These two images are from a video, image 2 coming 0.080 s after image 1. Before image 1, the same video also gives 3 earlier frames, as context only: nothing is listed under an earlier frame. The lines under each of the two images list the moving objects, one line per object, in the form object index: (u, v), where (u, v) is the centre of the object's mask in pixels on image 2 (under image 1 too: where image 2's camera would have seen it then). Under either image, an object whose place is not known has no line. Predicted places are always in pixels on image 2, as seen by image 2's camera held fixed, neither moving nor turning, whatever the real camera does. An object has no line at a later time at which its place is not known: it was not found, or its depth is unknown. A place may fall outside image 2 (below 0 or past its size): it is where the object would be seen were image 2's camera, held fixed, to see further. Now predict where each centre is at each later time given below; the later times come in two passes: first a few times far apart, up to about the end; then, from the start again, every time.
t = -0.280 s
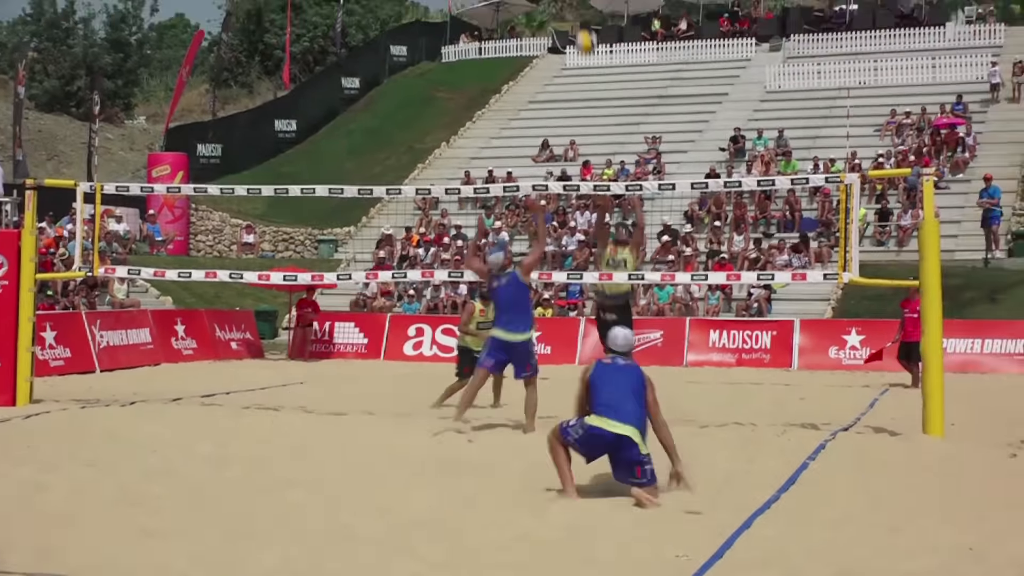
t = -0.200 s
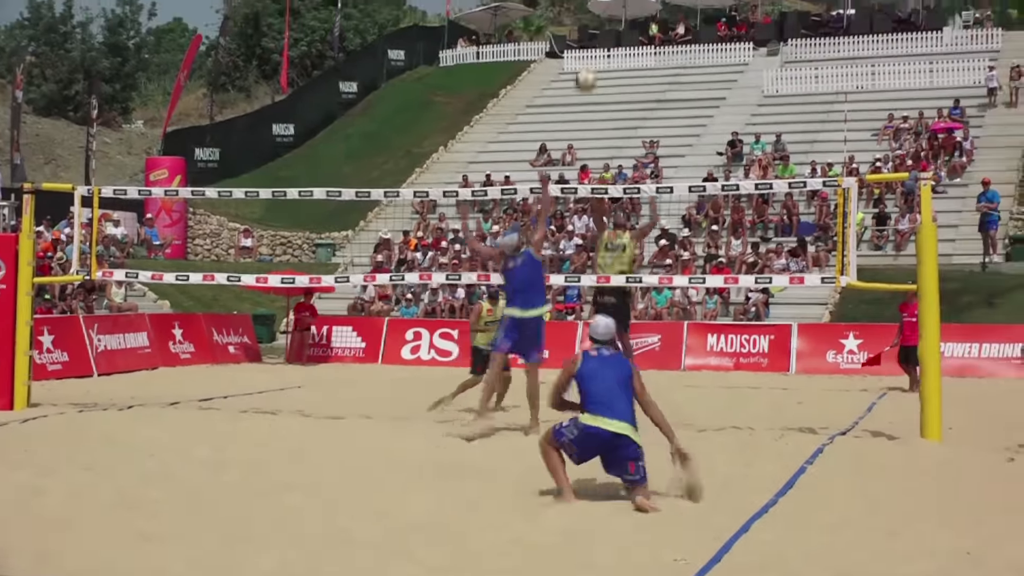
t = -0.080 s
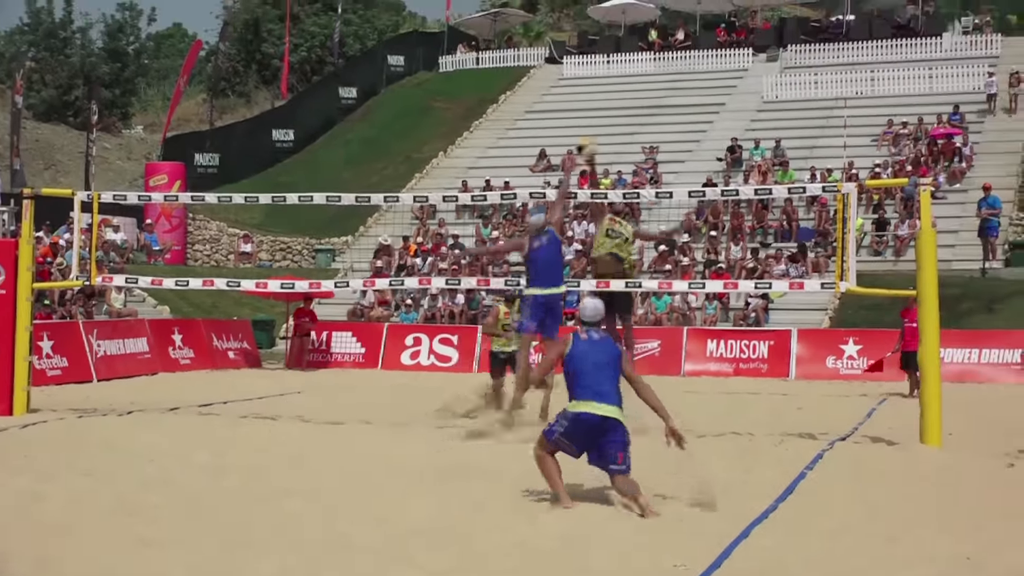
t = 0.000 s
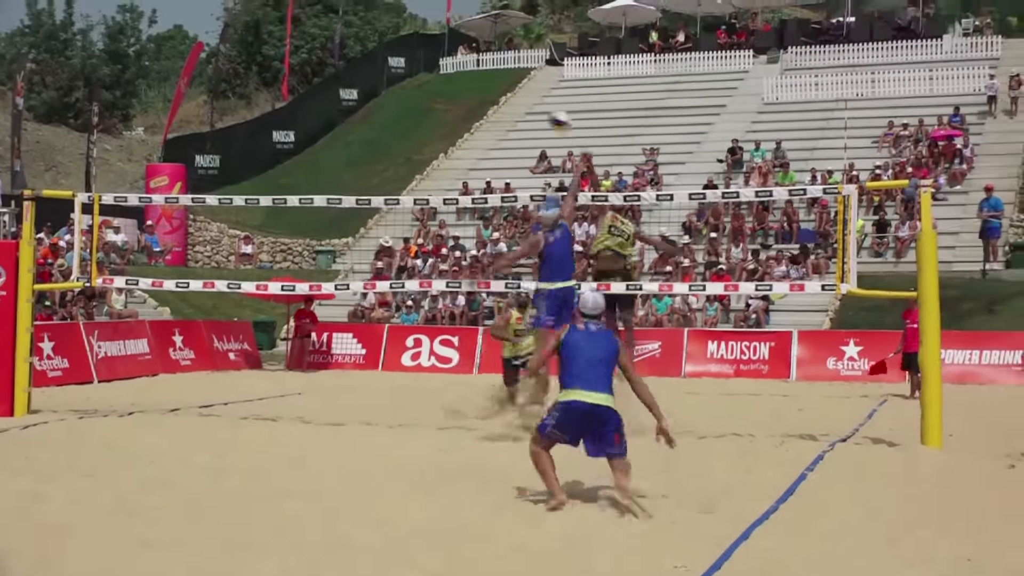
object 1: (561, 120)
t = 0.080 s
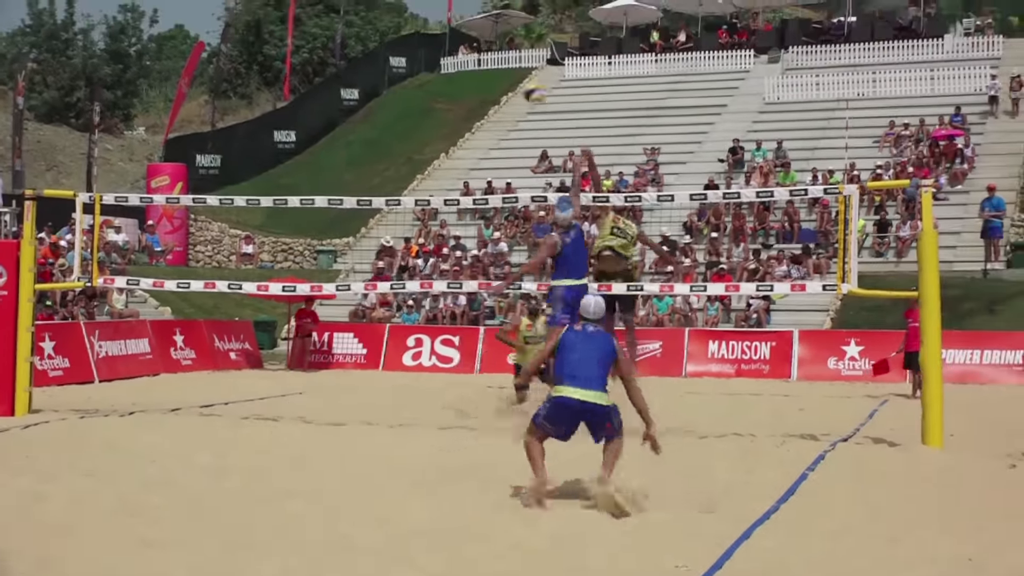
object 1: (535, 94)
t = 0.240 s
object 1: (477, 53)
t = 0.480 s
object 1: (387, 46)
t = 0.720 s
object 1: (290, 111)
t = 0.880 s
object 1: (221, 204)
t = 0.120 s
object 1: (520, 79)
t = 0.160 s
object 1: (507, 68)
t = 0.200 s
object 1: (493, 61)
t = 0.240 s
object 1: (477, 53)
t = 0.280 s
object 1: (464, 47)
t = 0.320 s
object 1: (448, 43)
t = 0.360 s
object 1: (434, 42)
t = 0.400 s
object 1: (419, 42)
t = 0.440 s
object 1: (404, 43)
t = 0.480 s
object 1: (387, 46)
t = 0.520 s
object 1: (372, 53)
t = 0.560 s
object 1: (355, 59)
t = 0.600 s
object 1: (339, 68)
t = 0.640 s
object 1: (322, 80)
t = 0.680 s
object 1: (306, 94)
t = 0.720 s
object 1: (290, 111)
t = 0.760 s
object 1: (272, 131)
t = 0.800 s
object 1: (255, 153)
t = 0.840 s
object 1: (239, 175)
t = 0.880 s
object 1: (221, 204)
